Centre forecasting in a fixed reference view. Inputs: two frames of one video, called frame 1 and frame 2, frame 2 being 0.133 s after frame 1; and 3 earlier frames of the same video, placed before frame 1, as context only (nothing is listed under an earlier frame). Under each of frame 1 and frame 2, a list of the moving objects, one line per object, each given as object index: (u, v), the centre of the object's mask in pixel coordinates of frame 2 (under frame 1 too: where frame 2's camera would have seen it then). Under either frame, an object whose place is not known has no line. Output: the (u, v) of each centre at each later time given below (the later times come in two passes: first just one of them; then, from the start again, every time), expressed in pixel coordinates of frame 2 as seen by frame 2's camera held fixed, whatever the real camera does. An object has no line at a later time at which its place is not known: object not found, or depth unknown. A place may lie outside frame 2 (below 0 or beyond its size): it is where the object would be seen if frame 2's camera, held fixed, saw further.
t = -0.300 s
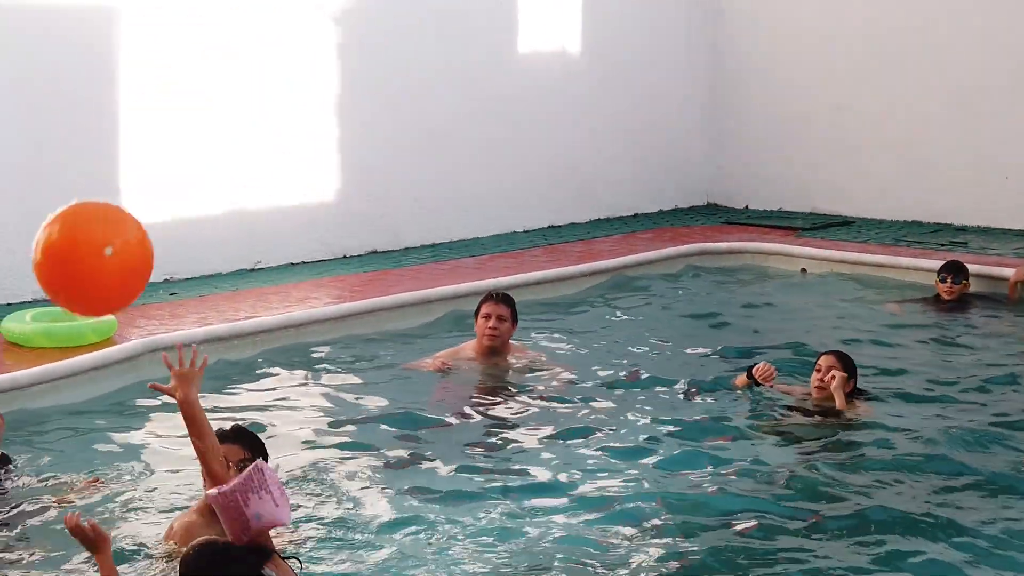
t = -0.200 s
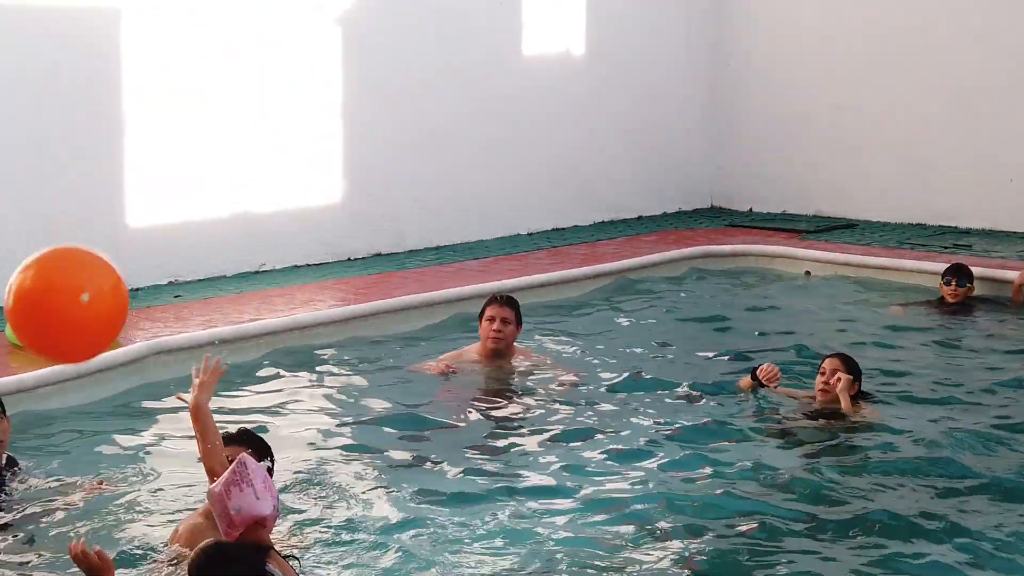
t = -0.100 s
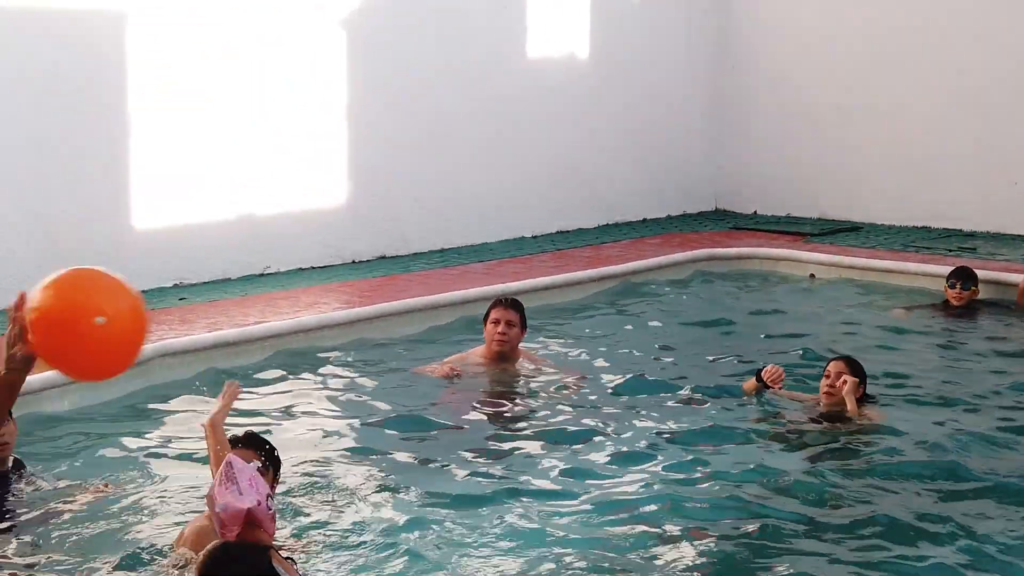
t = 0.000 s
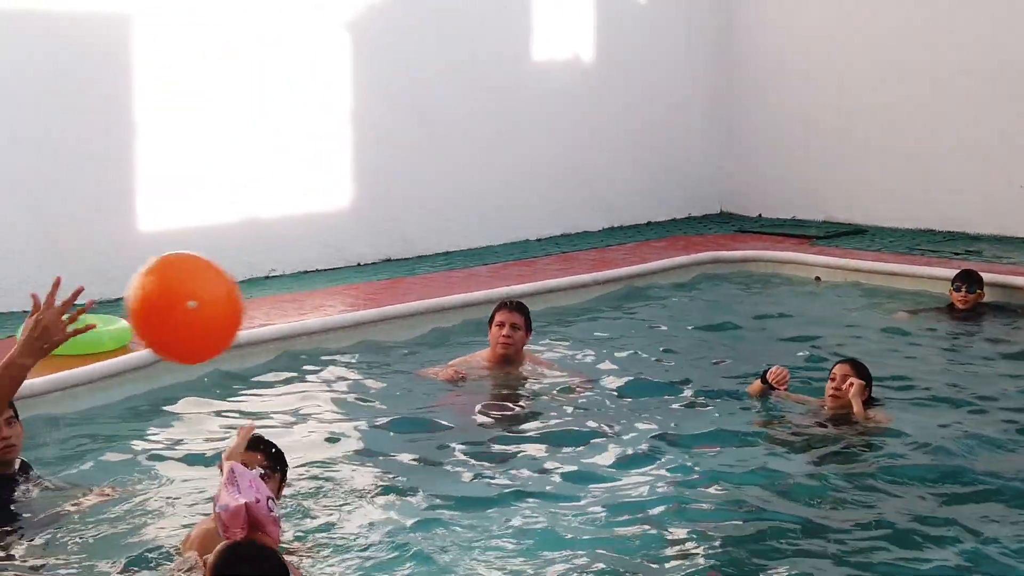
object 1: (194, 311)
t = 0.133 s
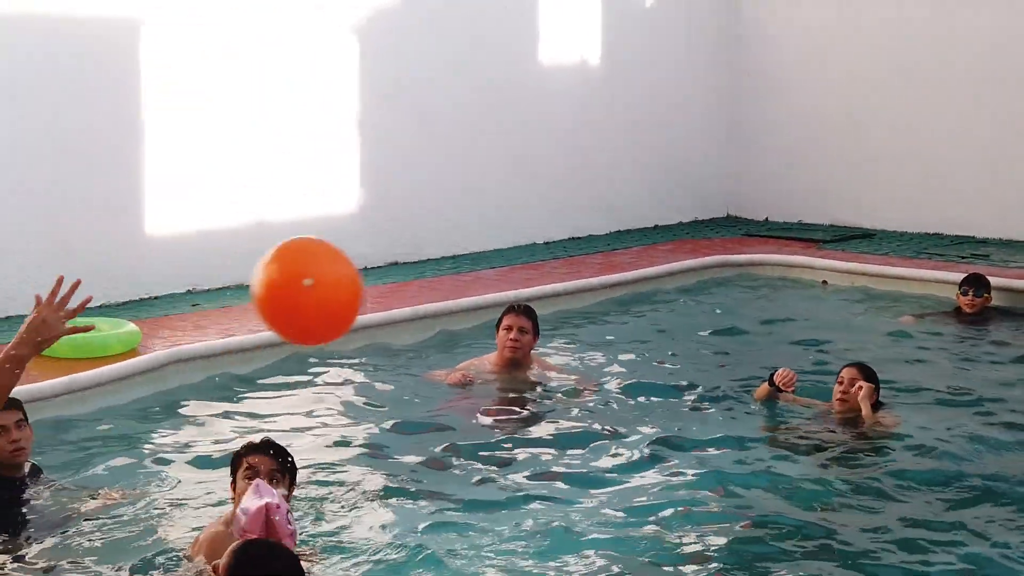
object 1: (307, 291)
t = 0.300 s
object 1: (438, 274)
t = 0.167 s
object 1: (334, 287)
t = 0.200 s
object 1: (361, 283)
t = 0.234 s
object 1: (387, 280)
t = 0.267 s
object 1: (413, 277)
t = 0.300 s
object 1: (438, 274)
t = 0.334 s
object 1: (463, 272)
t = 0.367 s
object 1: (486, 270)
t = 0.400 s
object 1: (510, 268)
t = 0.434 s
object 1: (532, 267)
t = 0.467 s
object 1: (554, 266)
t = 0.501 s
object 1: (576, 265)
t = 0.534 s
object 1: (597, 265)
